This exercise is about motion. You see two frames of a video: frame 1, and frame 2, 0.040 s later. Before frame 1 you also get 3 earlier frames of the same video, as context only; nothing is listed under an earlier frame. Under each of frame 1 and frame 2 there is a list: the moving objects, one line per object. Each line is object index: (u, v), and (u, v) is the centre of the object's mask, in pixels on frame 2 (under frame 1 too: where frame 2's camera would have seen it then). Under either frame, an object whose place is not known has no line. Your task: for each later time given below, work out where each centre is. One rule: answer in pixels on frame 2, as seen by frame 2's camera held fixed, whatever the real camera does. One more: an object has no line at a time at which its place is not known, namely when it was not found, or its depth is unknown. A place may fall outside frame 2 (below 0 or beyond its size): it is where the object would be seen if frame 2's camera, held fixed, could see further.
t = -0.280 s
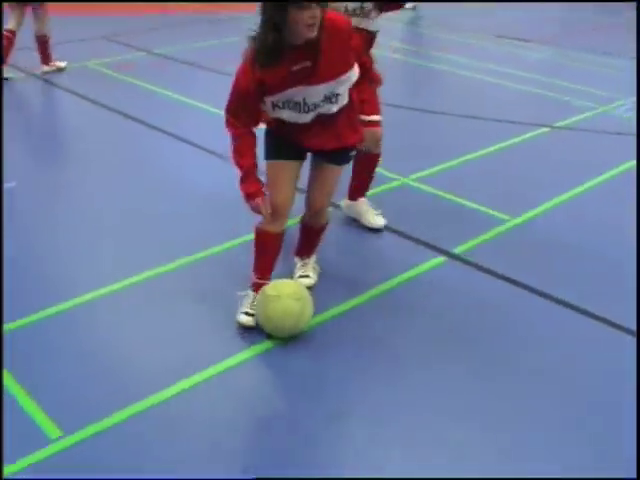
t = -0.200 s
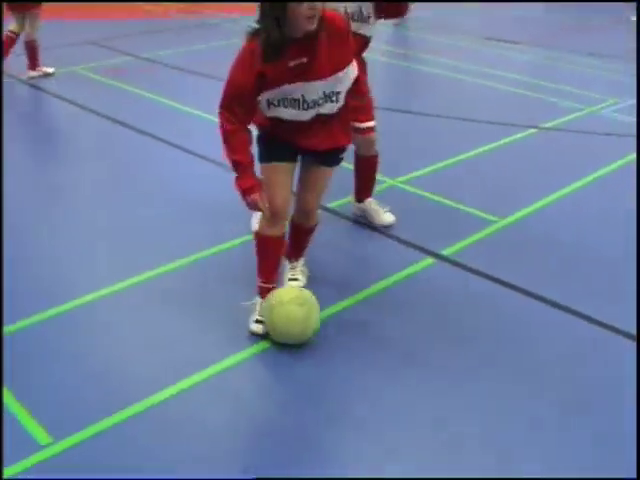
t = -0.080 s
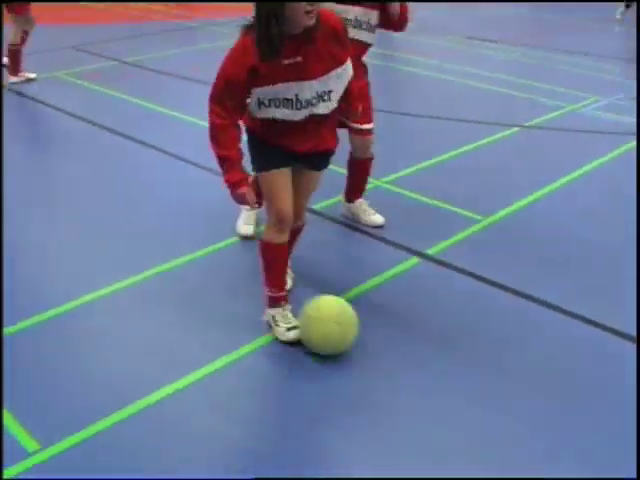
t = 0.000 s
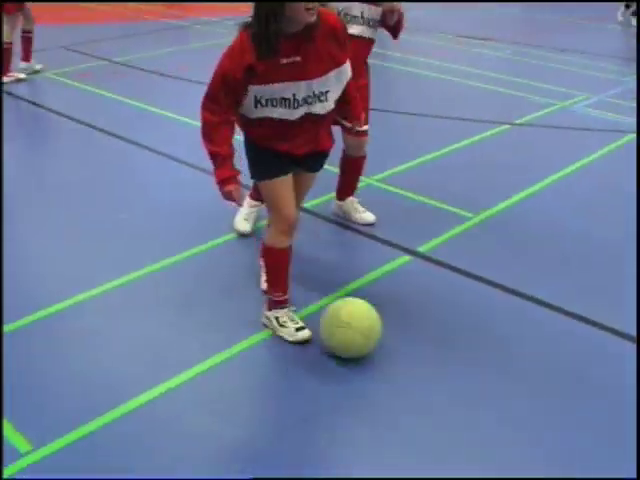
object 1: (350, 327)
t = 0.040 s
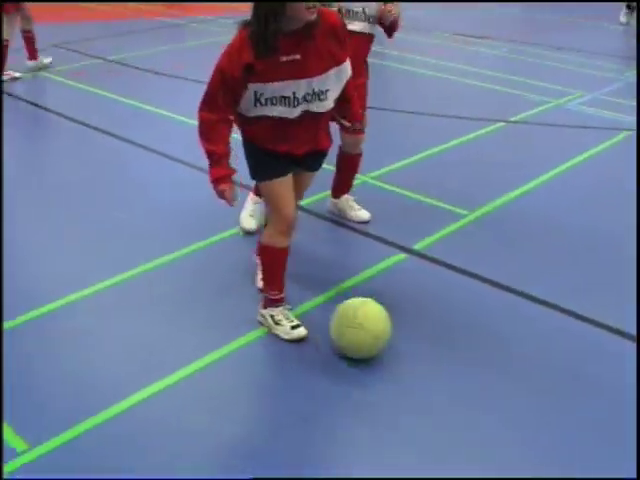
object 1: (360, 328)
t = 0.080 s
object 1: (369, 328)
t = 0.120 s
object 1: (381, 330)
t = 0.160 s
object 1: (392, 332)
